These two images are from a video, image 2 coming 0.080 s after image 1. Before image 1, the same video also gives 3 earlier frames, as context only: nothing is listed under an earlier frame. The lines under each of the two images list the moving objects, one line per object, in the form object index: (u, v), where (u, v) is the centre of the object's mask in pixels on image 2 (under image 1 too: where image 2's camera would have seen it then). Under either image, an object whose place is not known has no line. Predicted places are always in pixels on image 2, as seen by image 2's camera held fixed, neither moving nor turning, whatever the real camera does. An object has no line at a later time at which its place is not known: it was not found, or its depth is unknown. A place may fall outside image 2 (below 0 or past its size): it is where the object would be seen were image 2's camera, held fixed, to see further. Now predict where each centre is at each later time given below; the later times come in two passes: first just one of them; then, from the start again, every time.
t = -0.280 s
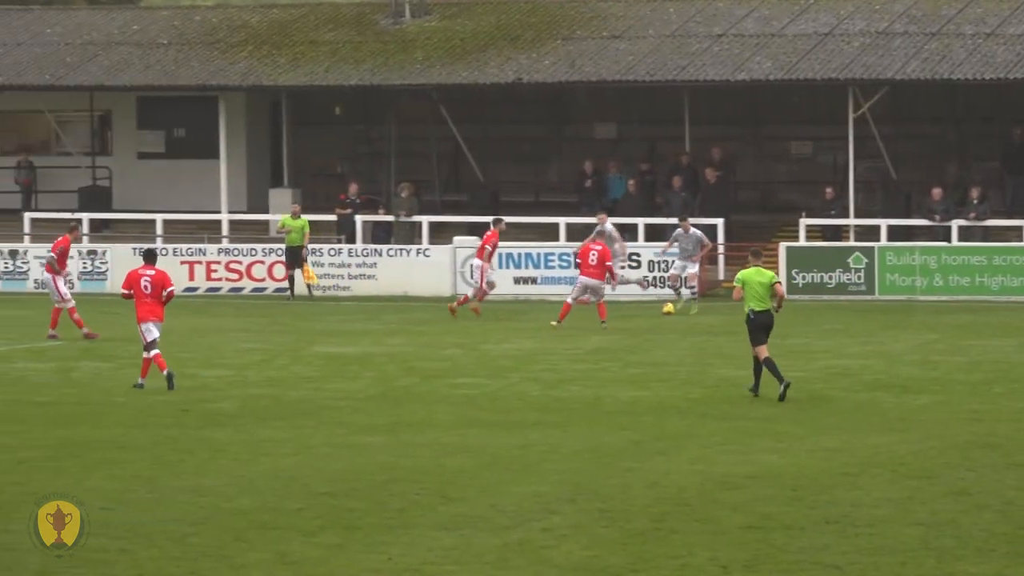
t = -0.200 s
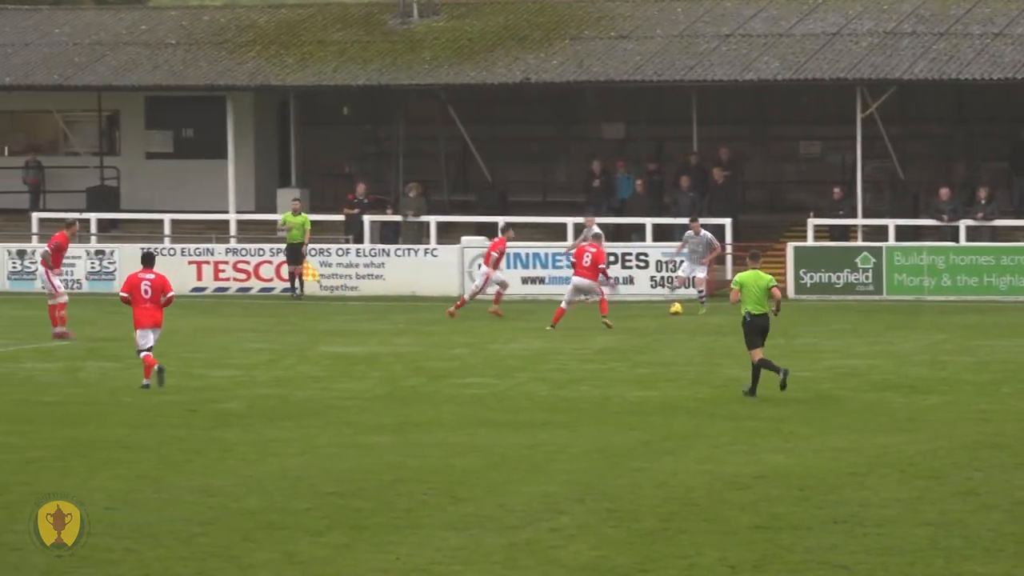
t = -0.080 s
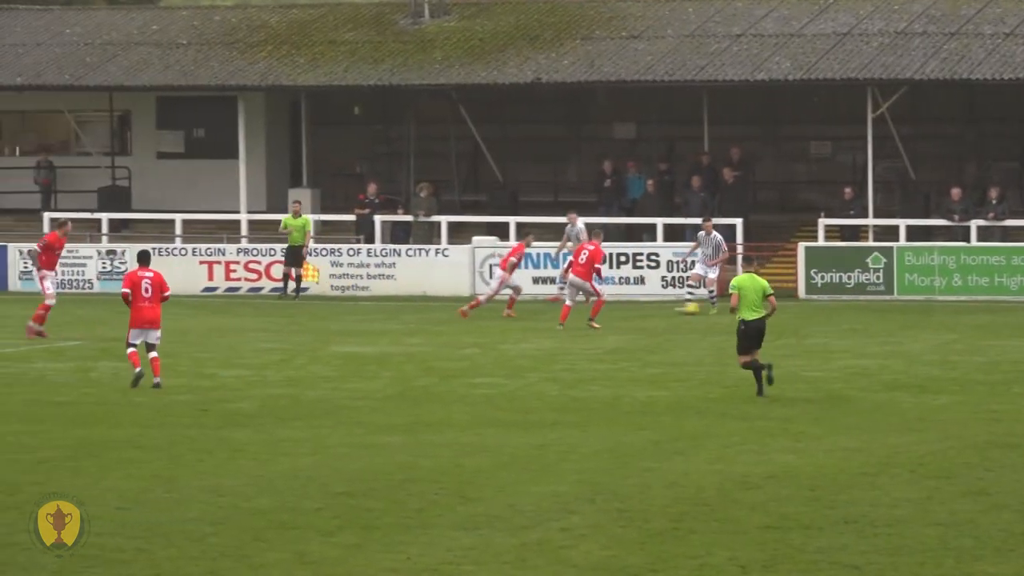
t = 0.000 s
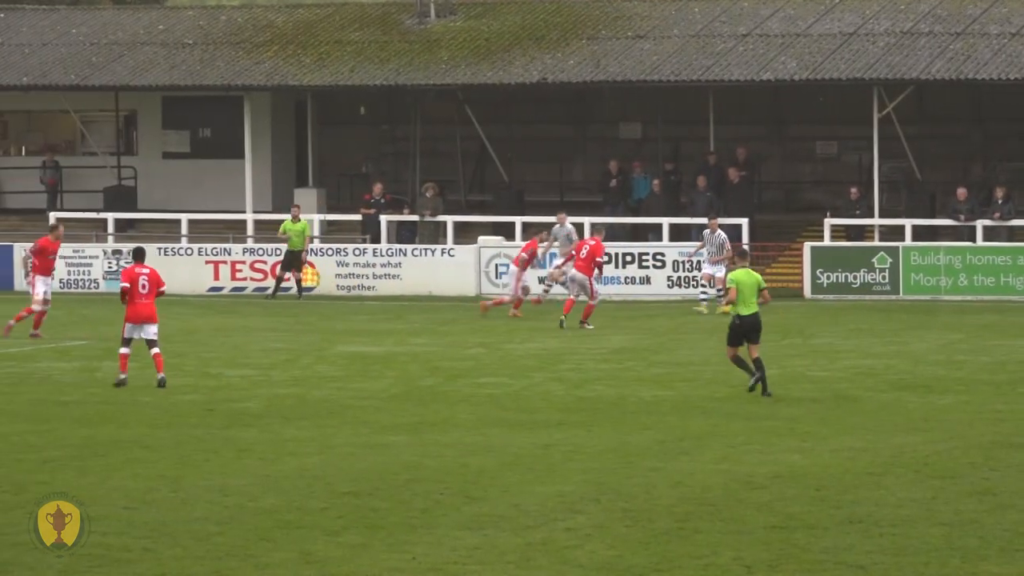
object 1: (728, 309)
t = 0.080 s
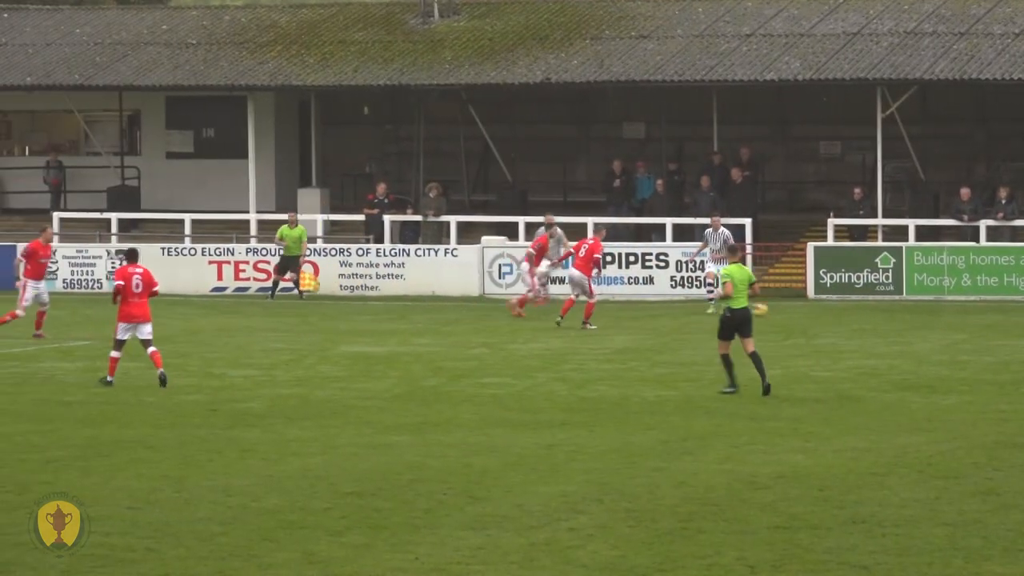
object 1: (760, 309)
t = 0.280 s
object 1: (828, 313)
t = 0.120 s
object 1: (774, 311)
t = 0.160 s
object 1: (788, 312)
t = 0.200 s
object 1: (802, 312)
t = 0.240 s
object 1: (815, 312)
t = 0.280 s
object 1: (828, 313)
